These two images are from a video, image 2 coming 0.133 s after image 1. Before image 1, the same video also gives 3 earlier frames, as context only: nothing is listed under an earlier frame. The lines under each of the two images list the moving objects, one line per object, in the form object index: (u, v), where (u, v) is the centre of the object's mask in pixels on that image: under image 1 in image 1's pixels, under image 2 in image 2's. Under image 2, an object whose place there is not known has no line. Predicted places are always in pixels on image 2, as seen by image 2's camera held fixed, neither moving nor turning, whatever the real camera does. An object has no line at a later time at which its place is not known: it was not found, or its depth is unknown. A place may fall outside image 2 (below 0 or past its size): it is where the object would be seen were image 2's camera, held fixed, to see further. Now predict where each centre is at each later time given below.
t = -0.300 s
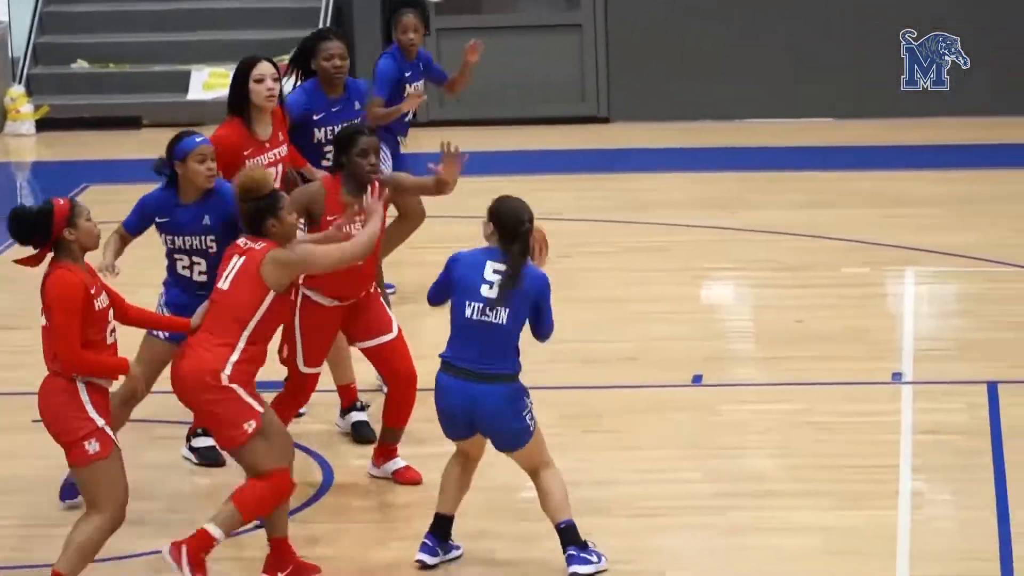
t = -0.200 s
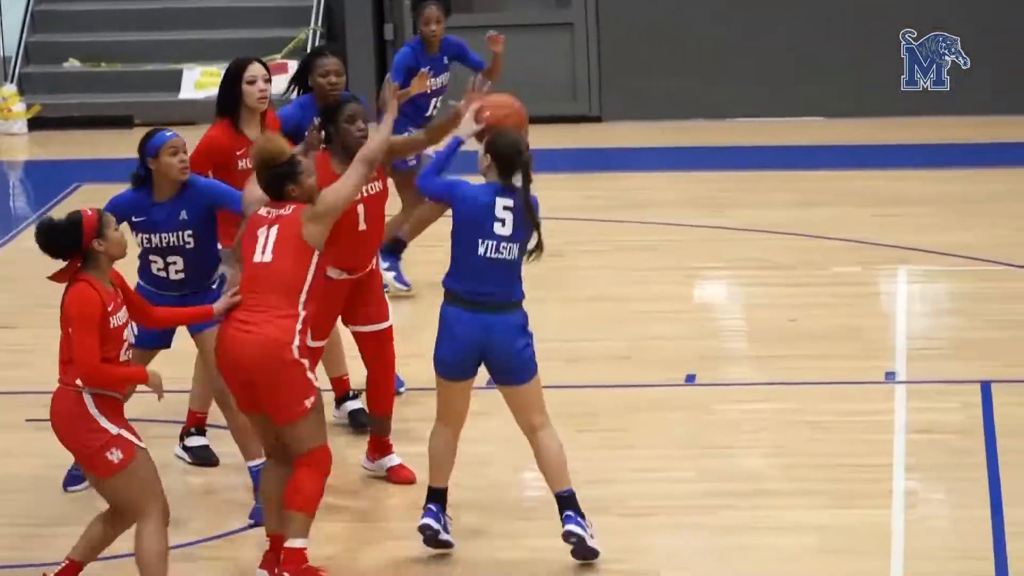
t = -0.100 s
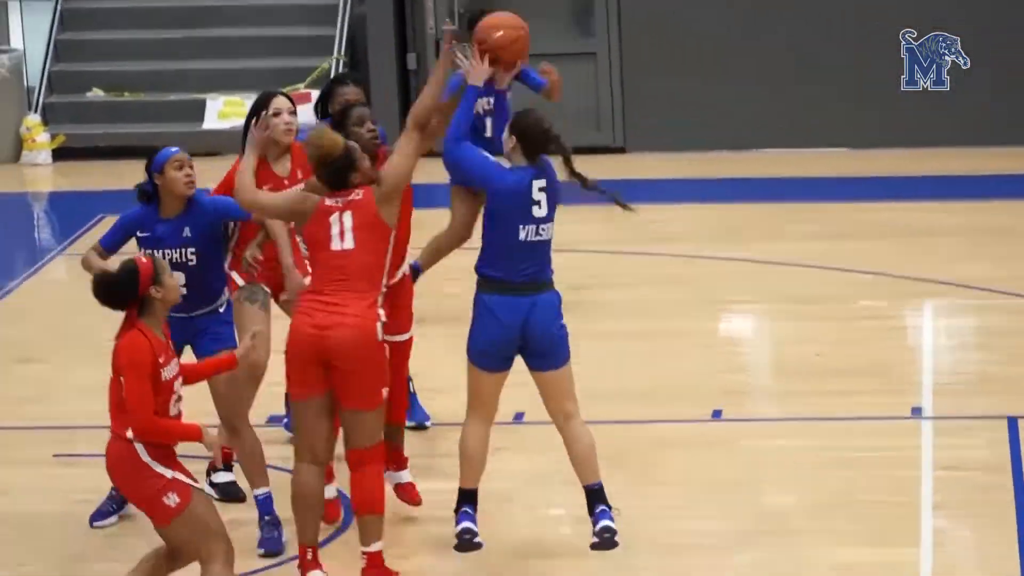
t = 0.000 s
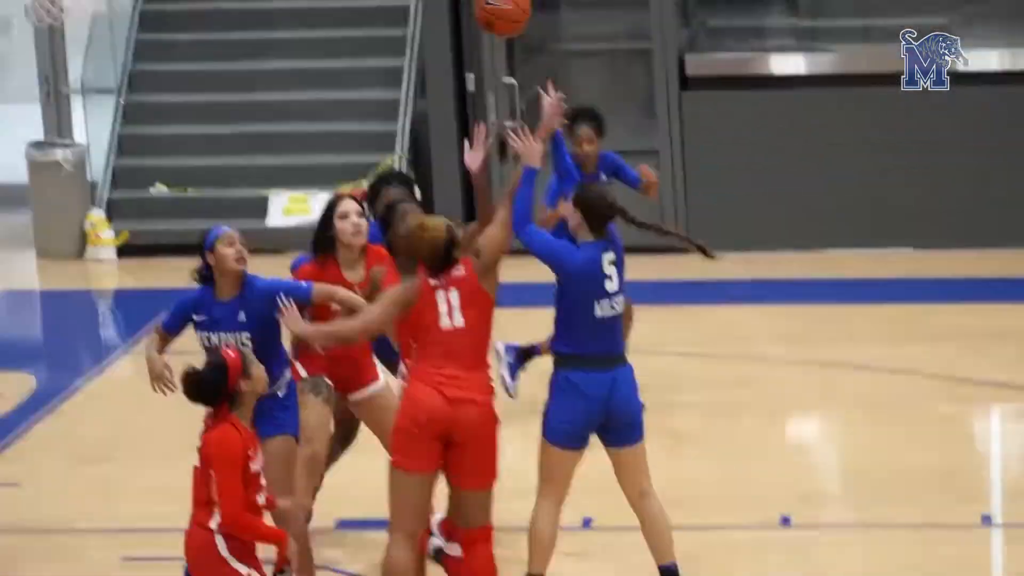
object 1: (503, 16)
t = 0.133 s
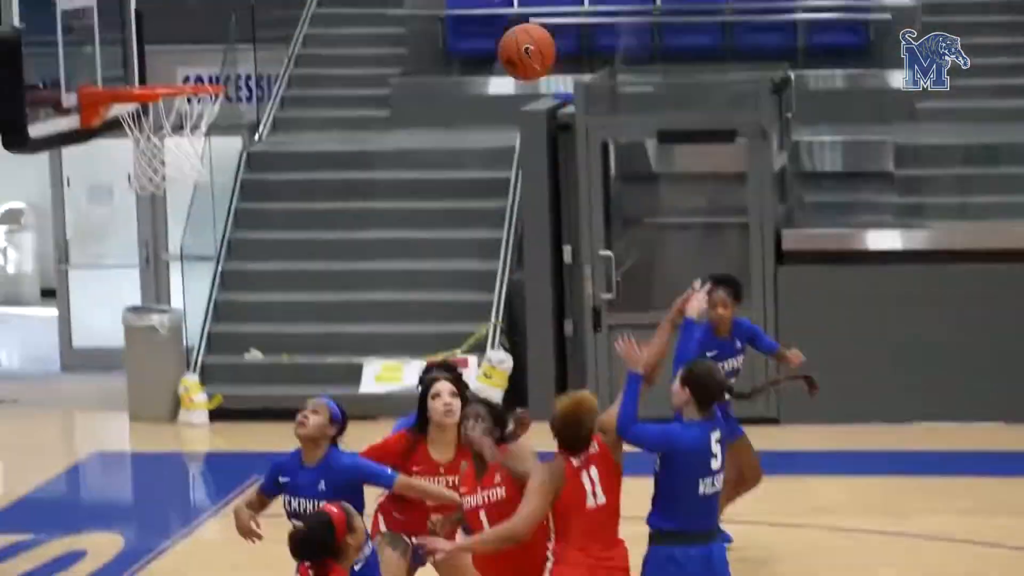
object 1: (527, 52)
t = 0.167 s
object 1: (508, 27)
